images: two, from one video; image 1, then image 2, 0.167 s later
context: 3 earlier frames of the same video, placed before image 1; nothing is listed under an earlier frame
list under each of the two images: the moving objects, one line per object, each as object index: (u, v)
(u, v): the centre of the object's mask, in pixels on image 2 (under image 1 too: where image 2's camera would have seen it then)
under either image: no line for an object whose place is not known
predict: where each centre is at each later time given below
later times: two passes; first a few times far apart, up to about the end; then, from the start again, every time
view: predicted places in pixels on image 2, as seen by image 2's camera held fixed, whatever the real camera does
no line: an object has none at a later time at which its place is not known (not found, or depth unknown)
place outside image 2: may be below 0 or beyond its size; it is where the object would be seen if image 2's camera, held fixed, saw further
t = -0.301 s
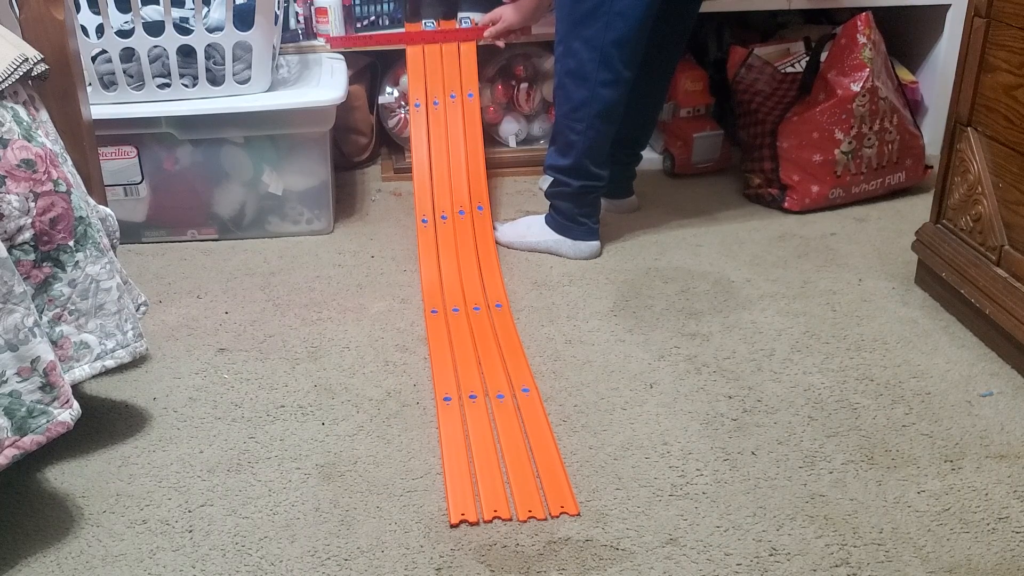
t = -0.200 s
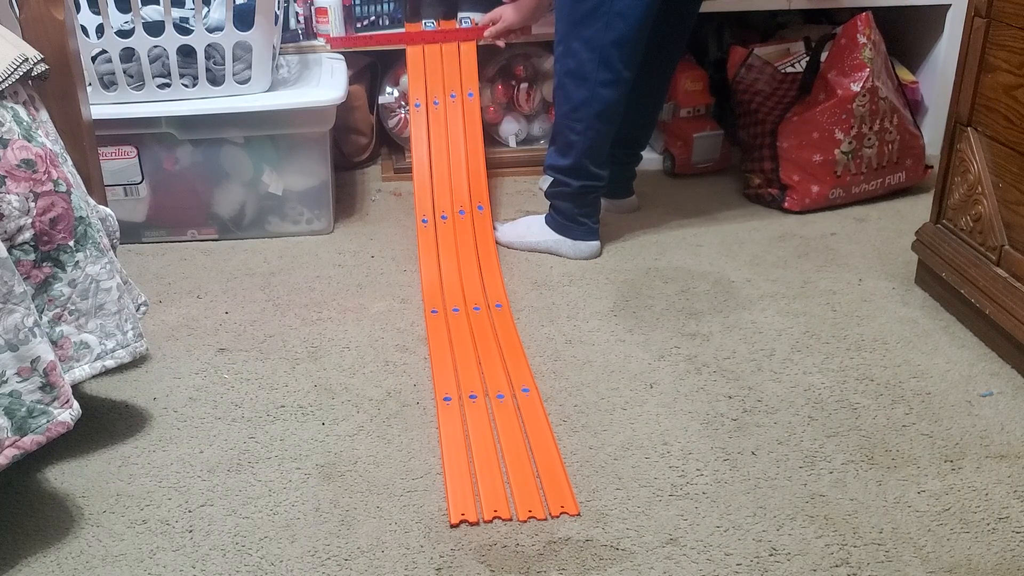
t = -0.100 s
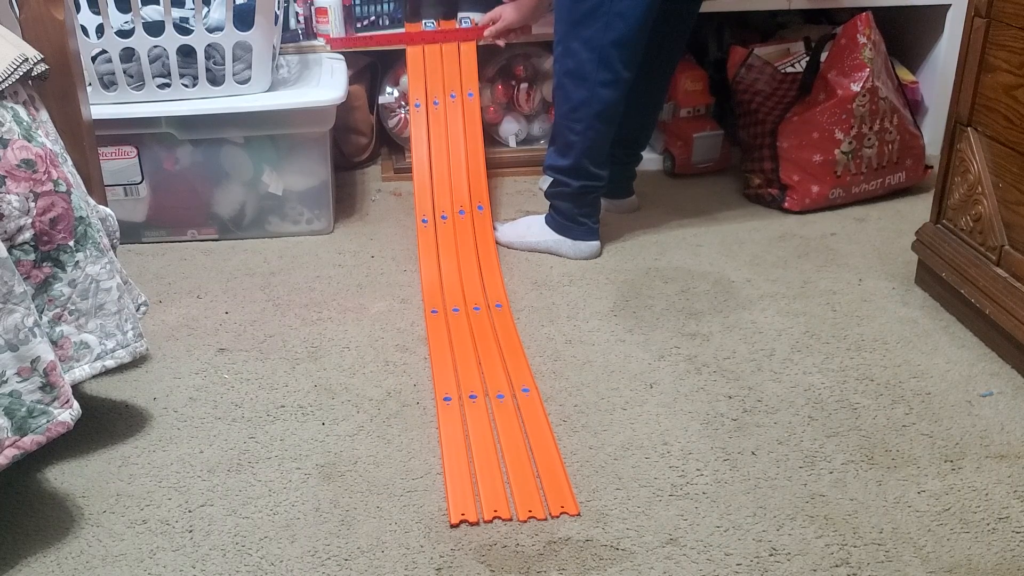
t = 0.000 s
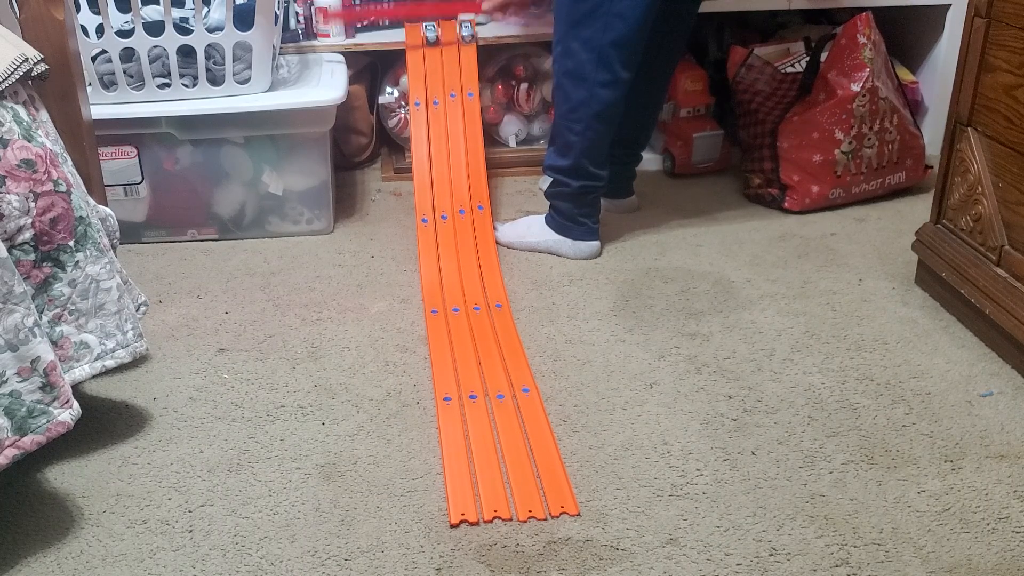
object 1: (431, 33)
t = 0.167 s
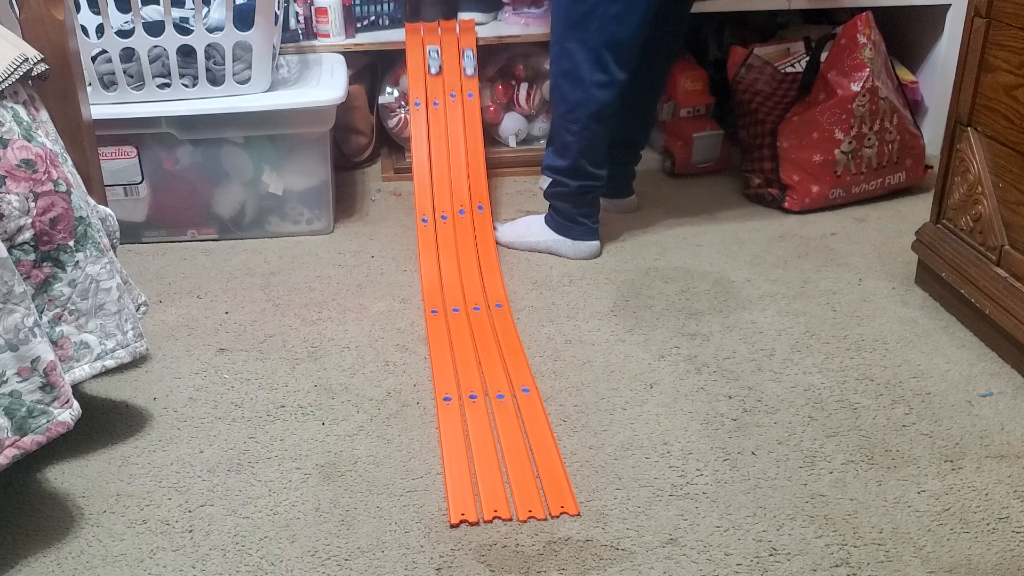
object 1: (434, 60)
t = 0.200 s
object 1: (435, 71)
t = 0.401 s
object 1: (443, 196)
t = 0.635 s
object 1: (466, 350)
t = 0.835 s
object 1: (497, 519)
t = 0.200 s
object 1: (435, 71)
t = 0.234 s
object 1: (435, 85)
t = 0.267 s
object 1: (436, 101)
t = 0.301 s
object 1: (437, 121)
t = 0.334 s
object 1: (438, 144)
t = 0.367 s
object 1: (440, 168)
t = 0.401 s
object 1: (443, 196)
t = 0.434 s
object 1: (444, 224)
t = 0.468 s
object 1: (446, 251)
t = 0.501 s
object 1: (449, 273)
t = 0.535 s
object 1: (453, 292)
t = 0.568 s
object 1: (457, 311)
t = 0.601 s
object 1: (462, 329)
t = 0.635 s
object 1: (466, 350)
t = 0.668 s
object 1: (471, 372)
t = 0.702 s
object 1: (474, 396)
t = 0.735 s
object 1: (478, 423)
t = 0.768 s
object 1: (483, 451)
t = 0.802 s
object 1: (489, 481)
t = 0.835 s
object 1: (497, 519)
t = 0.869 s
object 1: (504, 551)
